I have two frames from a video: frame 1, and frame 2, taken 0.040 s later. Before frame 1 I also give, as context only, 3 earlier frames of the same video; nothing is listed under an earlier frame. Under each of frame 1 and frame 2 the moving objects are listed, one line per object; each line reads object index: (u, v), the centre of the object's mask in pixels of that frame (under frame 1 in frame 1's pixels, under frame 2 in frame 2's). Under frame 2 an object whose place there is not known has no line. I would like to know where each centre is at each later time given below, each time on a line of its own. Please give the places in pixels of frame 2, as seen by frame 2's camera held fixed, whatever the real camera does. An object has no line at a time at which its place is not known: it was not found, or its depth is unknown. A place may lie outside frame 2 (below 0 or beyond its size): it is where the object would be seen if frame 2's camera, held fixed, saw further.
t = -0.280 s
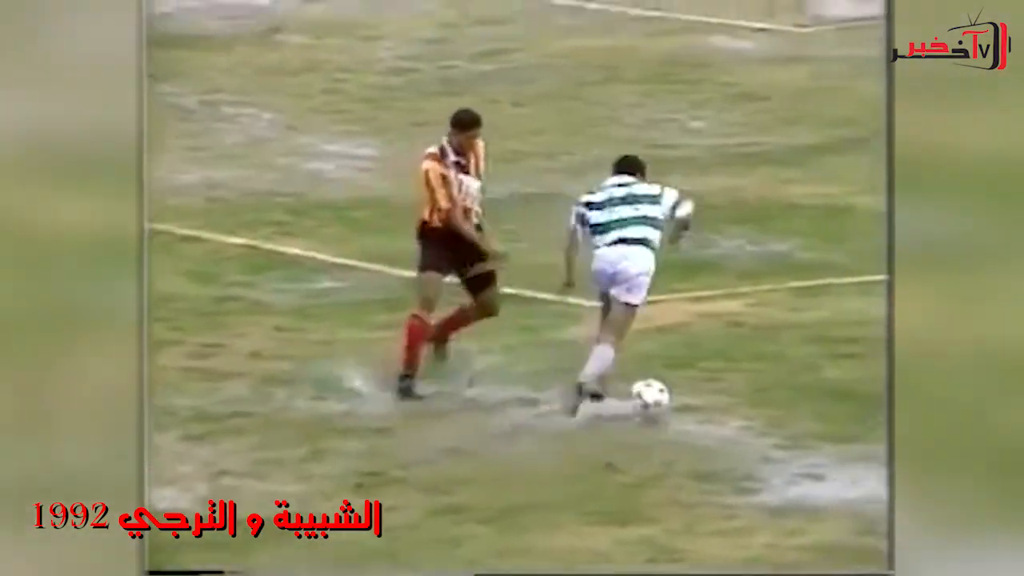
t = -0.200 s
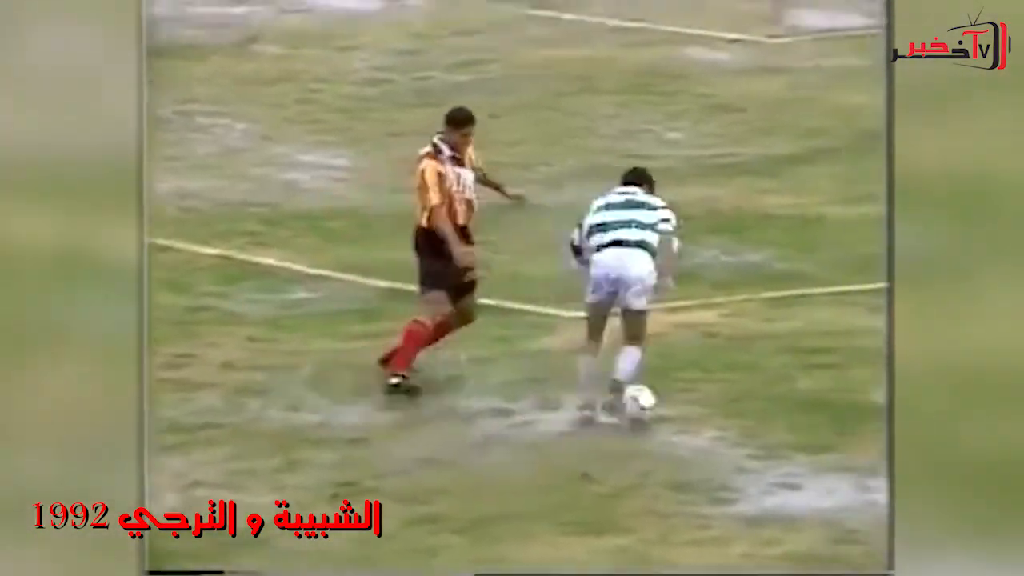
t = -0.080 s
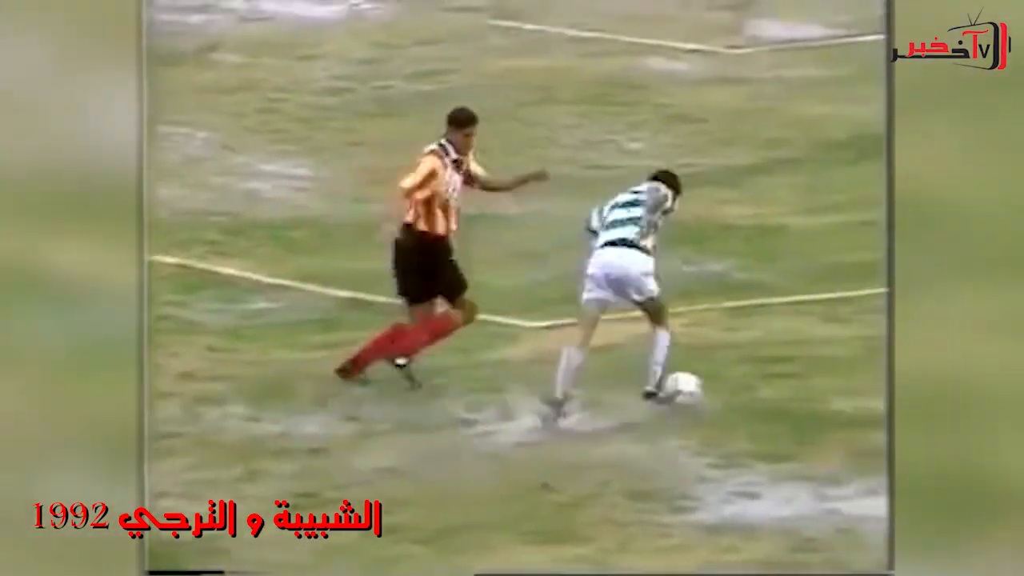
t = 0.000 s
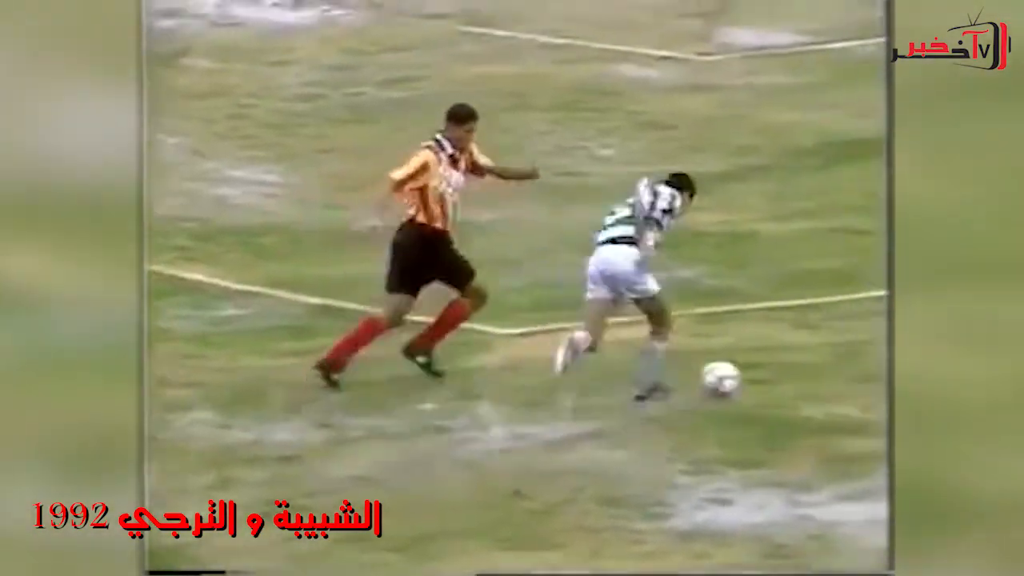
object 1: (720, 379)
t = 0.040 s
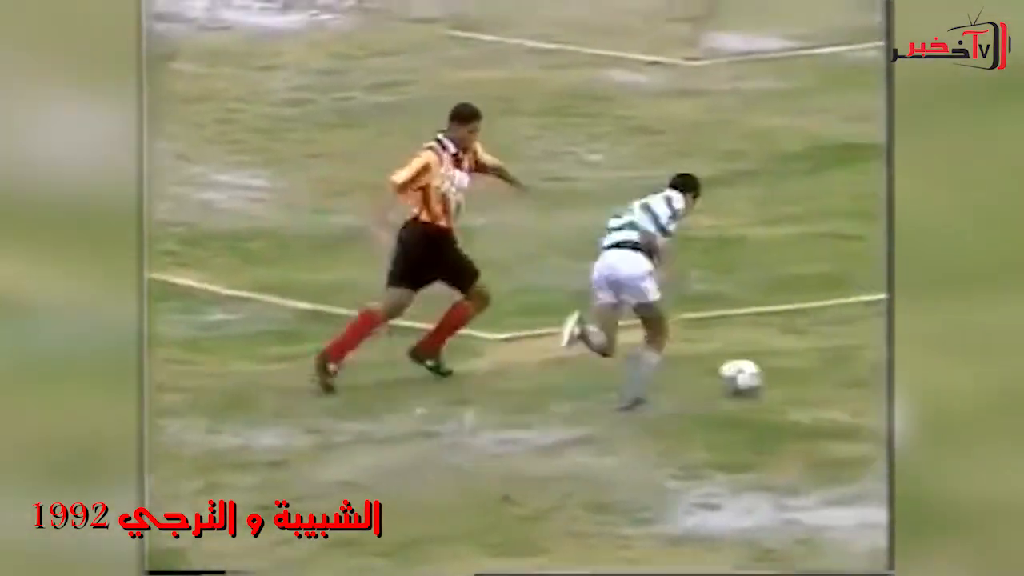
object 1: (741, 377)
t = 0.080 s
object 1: (770, 371)
